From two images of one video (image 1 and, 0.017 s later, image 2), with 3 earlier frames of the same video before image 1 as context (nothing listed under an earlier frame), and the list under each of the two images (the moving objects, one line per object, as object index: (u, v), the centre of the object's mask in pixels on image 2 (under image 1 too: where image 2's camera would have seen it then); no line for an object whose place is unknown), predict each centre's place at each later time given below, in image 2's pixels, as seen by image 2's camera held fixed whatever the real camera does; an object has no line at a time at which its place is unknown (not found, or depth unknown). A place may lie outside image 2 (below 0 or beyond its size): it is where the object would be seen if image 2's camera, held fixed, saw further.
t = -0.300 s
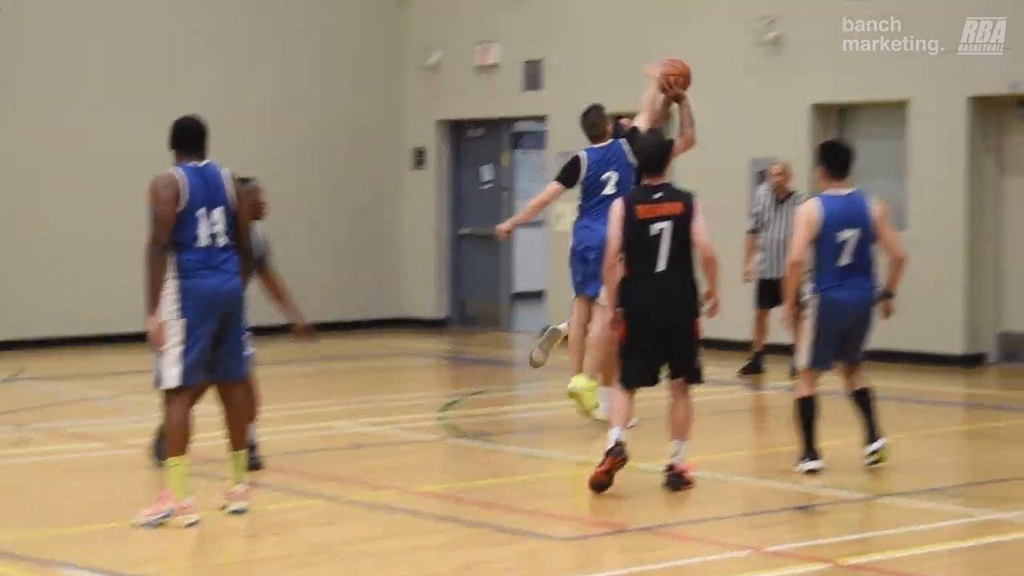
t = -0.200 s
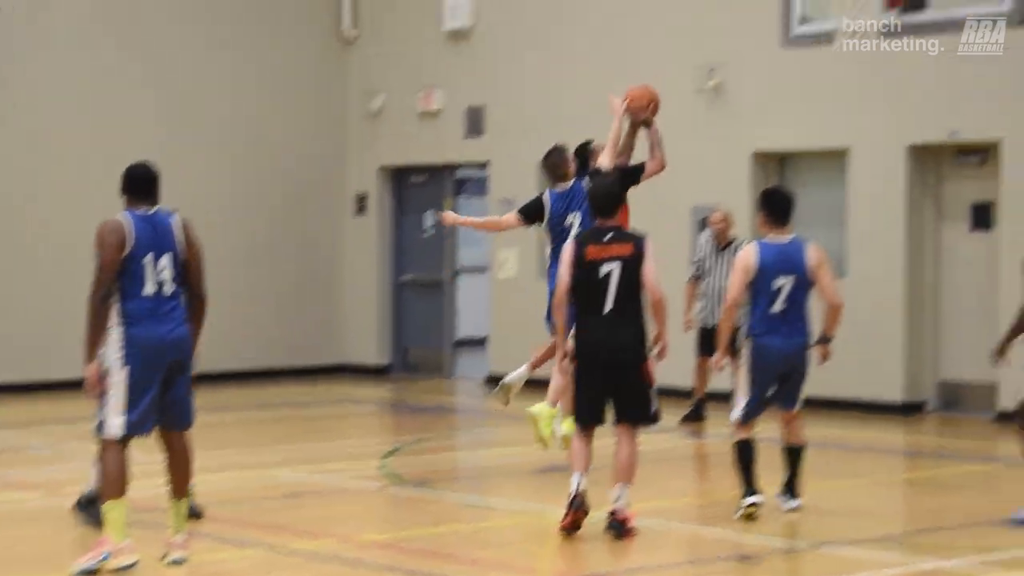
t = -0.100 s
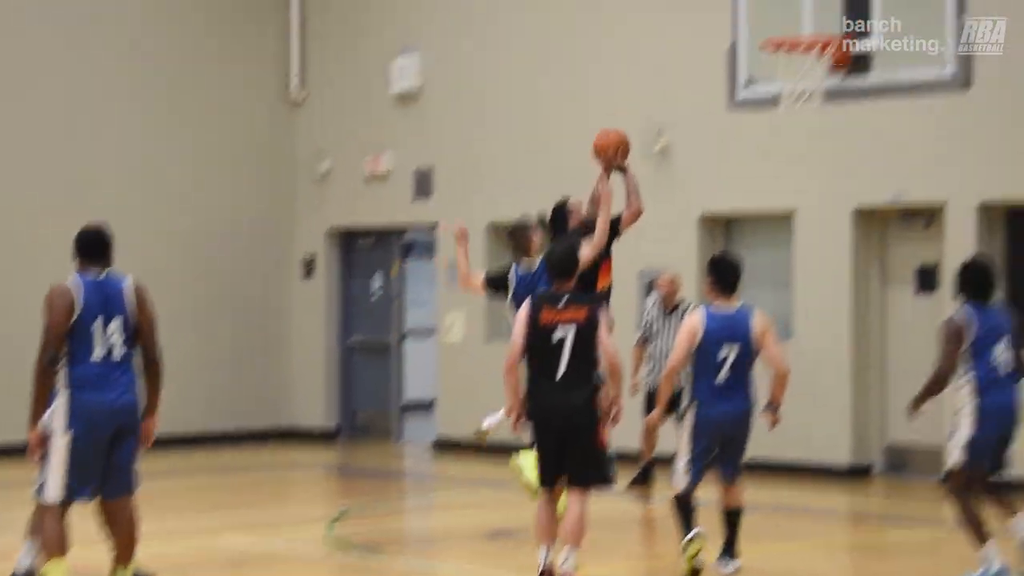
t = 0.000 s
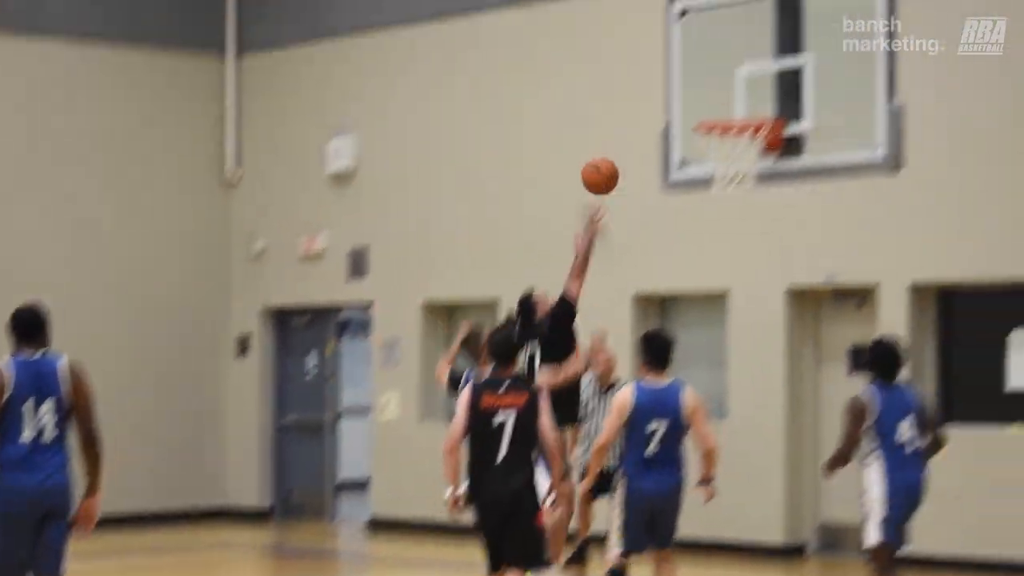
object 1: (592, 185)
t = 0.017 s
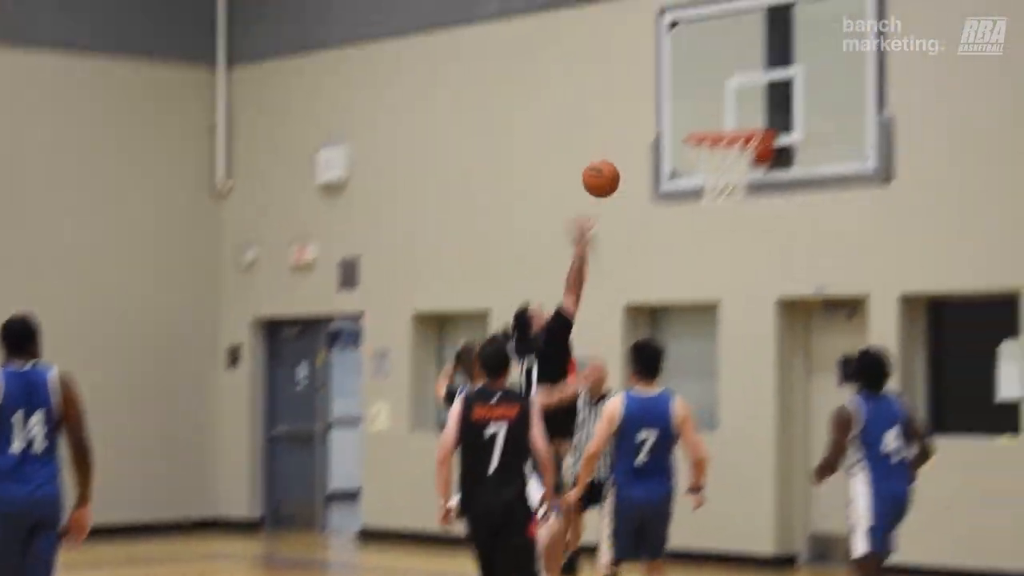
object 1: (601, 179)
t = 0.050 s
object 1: (621, 163)
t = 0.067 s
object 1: (632, 156)
